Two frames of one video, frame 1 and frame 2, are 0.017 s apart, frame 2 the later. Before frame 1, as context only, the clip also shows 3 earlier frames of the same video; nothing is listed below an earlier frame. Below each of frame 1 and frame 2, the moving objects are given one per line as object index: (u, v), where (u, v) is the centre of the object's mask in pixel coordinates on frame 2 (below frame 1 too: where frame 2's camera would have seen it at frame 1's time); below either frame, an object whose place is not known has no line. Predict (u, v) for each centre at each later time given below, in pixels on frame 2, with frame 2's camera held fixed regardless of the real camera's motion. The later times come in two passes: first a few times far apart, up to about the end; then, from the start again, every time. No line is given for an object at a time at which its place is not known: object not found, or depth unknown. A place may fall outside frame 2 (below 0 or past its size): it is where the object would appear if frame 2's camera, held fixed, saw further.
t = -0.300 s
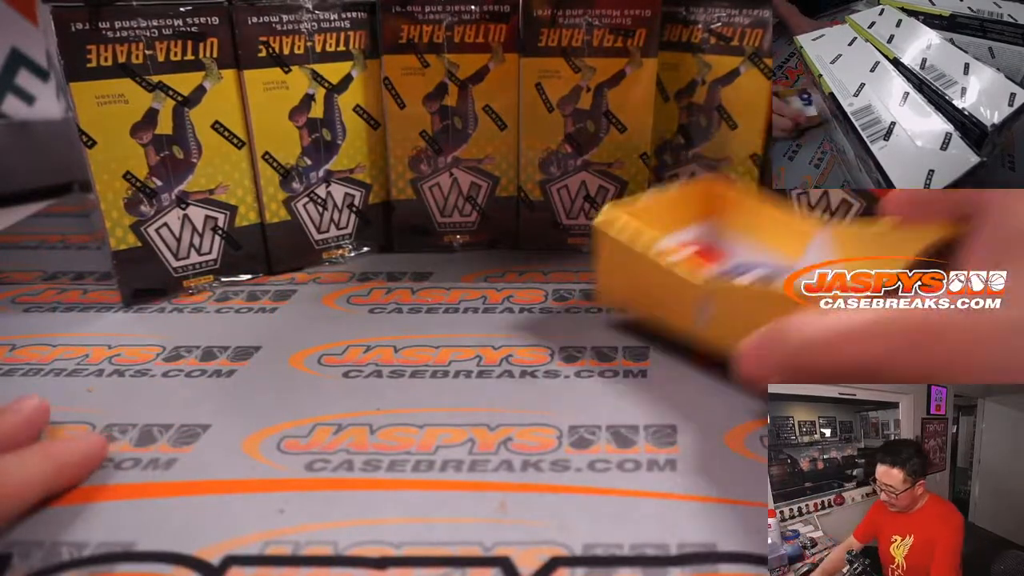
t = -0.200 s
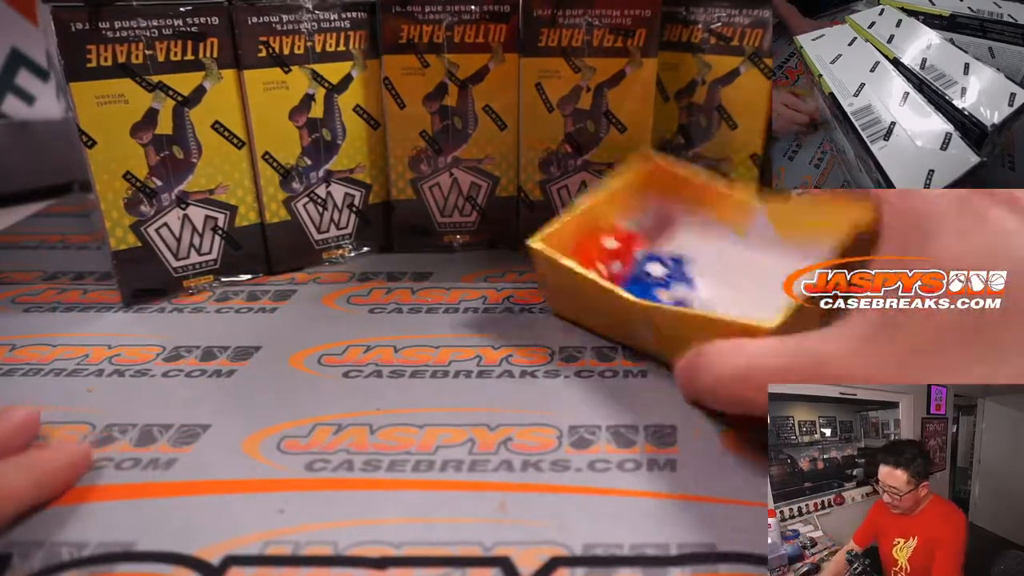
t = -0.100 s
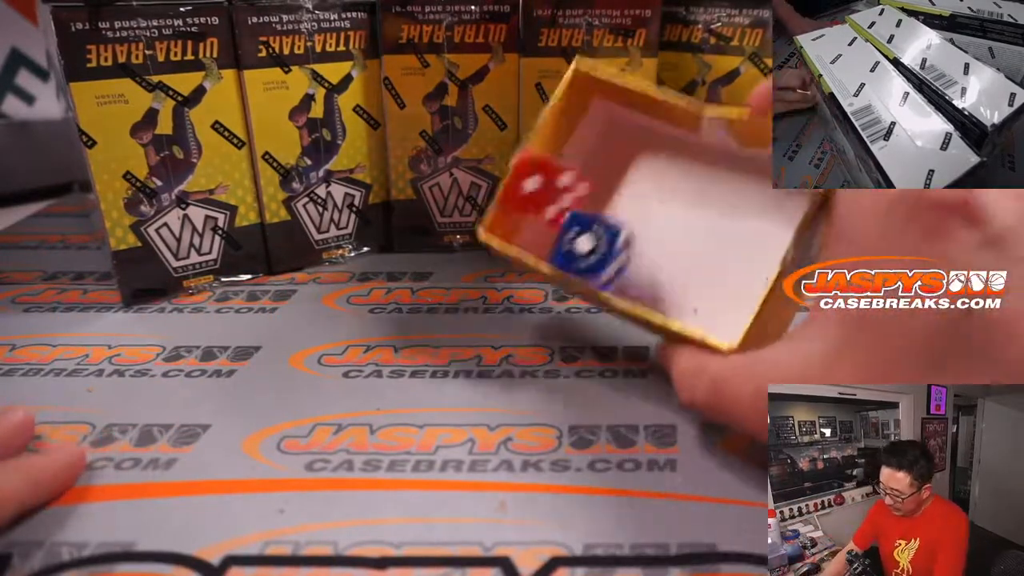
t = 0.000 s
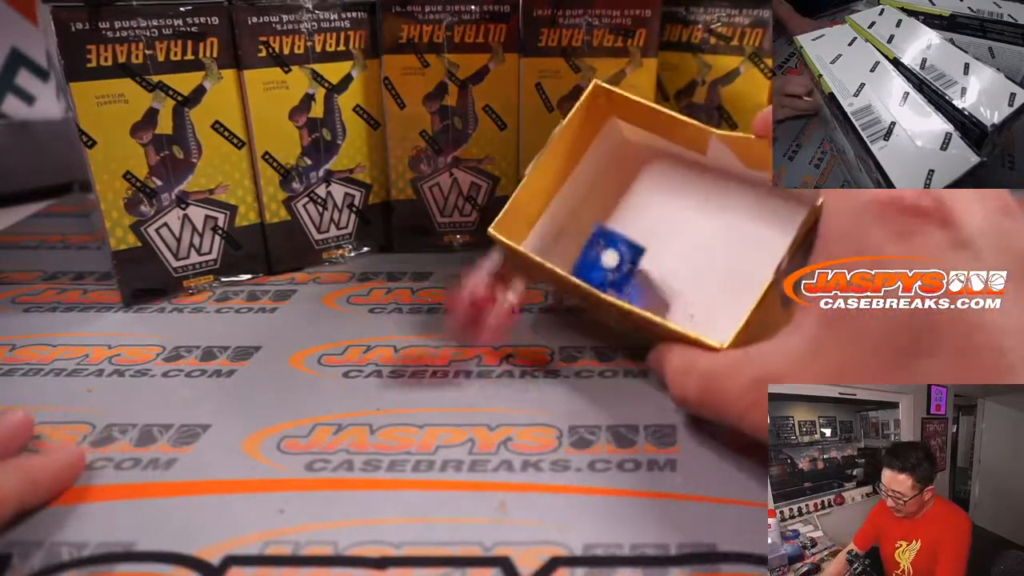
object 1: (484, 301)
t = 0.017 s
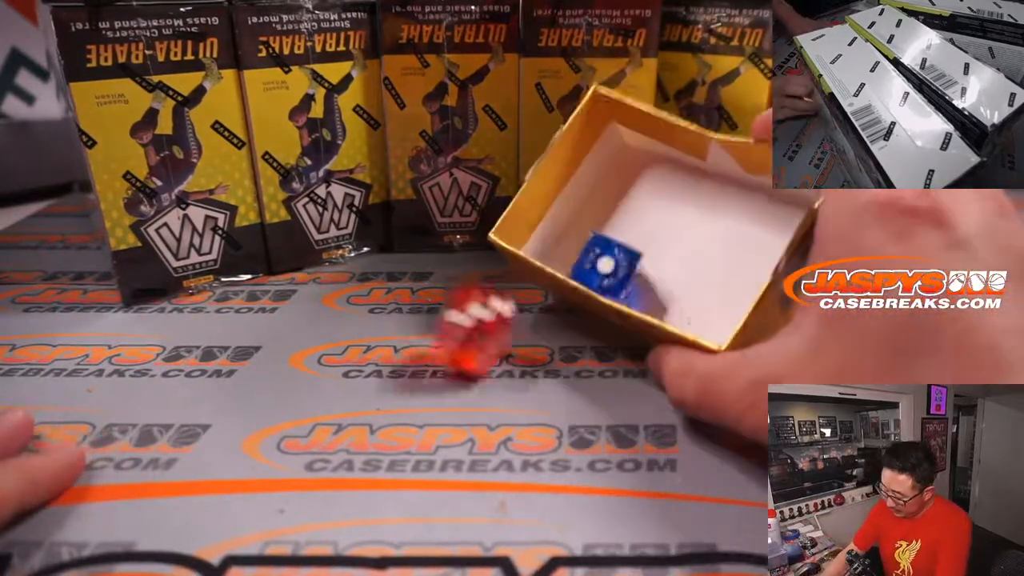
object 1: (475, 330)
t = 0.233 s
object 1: (315, 381)
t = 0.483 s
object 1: (256, 418)
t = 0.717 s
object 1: (256, 418)
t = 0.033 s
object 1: (458, 322)
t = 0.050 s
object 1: (446, 313)
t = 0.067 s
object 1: (433, 312)
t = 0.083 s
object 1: (413, 327)
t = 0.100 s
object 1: (401, 336)
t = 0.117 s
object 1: (384, 342)
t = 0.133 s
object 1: (367, 351)
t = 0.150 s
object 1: (353, 355)
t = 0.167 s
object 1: (347, 356)
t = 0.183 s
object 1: (341, 360)
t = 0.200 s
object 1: (336, 362)
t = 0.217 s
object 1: (328, 365)
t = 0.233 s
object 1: (315, 381)
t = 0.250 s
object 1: (305, 393)
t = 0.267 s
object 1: (299, 399)
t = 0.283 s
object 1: (289, 401)
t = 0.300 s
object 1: (278, 403)
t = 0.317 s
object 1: (270, 408)
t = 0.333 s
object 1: (264, 414)
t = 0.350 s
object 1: (260, 416)
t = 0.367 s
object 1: (258, 419)
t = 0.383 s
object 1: (257, 418)
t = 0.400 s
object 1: (257, 418)
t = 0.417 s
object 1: (257, 418)
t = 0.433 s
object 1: (258, 419)
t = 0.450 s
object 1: (258, 419)
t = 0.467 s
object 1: (257, 418)
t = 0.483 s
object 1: (256, 418)
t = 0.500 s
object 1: (256, 418)
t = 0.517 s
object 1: (256, 418)
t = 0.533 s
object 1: (256, 418)
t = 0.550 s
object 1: (256, 418)
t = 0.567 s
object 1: (257, 418)
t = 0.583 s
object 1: (257, 418)
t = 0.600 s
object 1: (257, 418)
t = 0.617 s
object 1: (256, 418)
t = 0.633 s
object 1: (256, 418)
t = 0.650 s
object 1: (256, 418)
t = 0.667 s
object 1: (256, 418)
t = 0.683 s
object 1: (256, 418)
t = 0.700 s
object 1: (256, 418)
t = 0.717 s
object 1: (256, 418)
